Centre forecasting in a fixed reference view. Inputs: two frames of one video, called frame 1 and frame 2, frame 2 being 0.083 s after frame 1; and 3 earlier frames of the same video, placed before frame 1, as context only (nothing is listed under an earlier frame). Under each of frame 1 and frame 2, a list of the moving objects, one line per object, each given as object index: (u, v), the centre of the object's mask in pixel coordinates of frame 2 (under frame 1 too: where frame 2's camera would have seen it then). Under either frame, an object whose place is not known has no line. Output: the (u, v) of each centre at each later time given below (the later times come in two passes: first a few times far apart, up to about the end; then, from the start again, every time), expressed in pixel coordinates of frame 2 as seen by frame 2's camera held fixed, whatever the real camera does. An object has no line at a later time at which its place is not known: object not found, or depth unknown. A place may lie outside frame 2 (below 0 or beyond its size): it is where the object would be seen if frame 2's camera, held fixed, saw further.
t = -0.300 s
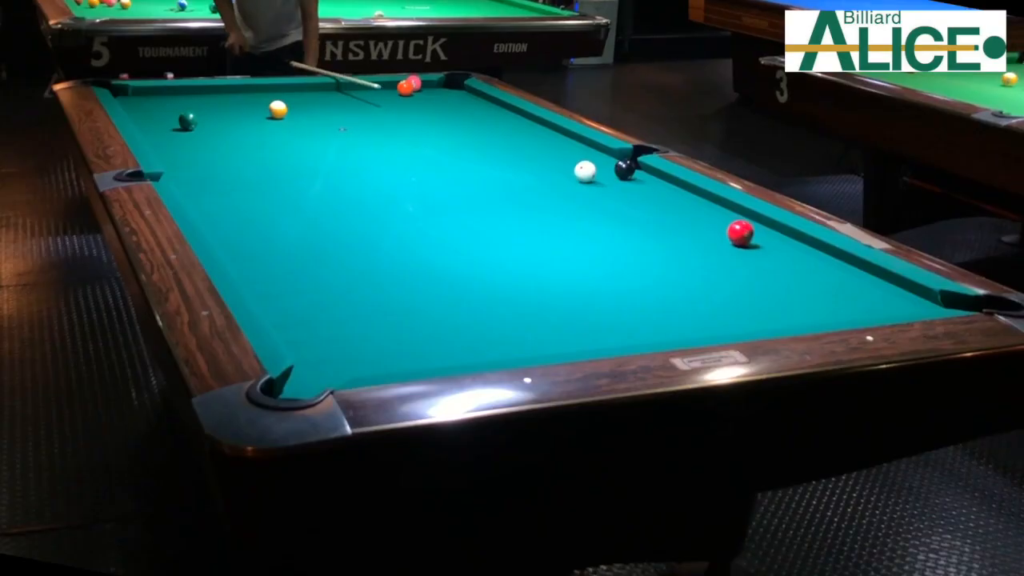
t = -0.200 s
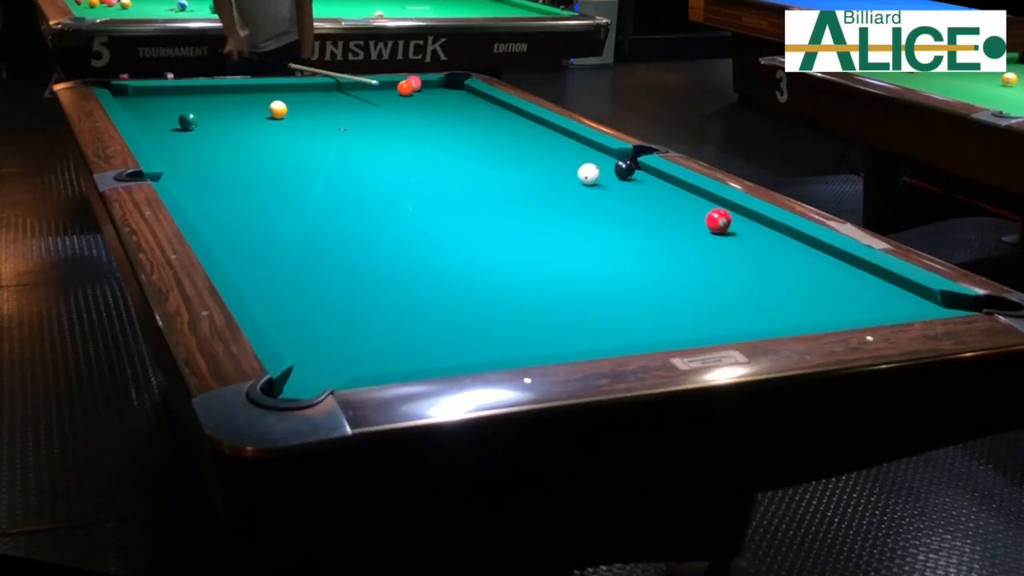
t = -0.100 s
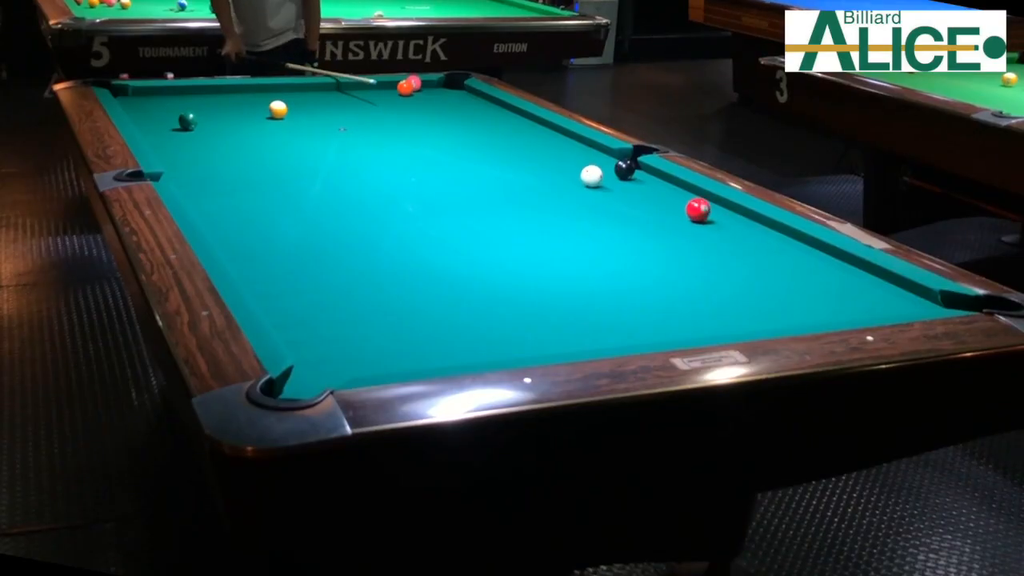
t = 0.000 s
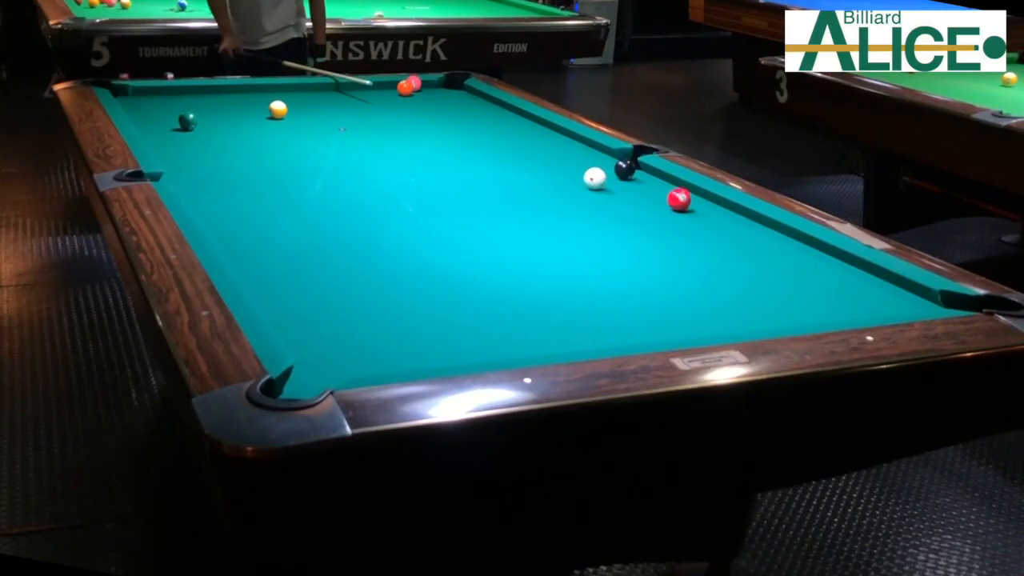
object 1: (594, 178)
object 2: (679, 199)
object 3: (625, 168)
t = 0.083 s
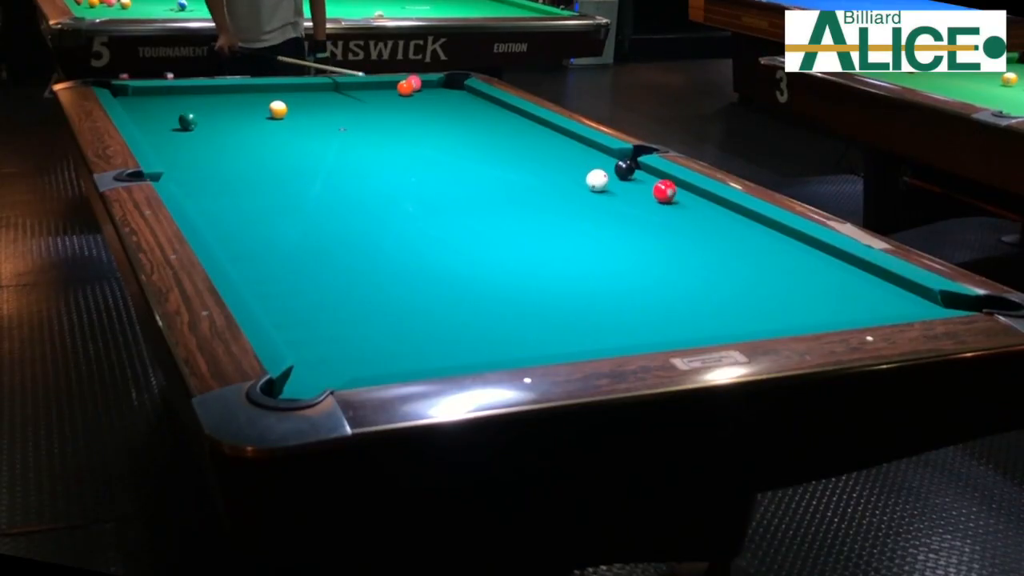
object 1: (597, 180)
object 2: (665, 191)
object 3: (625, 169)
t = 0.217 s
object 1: (601, 183)
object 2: (642, 178)
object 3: (625, 168)
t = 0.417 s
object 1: (607, 187)
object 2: (626, 171)
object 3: (611, 161)
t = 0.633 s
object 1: (612, 191)
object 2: (615, 168)
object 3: (597, 151)
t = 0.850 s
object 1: (618, 195)
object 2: (605, 165)
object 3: (583, 142)
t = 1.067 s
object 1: (622, 199)
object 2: (596, 162)
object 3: (564, 135)
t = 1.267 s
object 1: (627, 201)
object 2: (589, 160)
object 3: (548, 130)
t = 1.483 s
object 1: (632, 204)
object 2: (582, 158)
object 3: (532, 124)
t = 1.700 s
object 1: (637, 206)
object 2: (577, 156)
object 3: (517, 119)
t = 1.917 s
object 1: (642, 208)
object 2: (572, 154)
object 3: (502, 114)
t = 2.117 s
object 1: (645, 210)
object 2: (569, 153)
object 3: (491, 110)
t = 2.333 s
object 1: (648, 210)
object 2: (567, 152)
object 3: (479, 106)
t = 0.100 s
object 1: (597, 180)
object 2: (662, 189)
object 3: (625, 168)
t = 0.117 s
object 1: (598, 181)
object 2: (658, 188)
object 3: (625, 169)
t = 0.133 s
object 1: (598, 181)
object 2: (656, 186)
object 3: (625, 169)
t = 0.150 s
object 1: (599, 181)
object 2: (653, 185)
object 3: (625, 169)
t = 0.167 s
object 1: (599, 182)
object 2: (651, 183)
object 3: (625, 169)
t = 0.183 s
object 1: (600, 182)
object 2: (648, 182)
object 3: (625, 169)
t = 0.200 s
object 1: (601, 183)
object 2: (645, 180)
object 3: (625, 168)
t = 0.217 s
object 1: (601, 183)
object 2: (642, 178)
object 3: (625, 168)
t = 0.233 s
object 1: (601, 184)
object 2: (640, 178)
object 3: (624, 168)
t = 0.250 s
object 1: (602, 184)
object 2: (637, 176)
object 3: (623, 167)
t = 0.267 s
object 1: (602, 184)
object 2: (635, 174)
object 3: (622, 166)
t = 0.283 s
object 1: (603, 184)
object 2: (632, 174)
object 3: (621, 166)
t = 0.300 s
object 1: (603, 185)
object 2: (632, 173)
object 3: (619, 166)
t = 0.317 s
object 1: (604, 185)
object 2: (631, 173)
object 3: (619, 164)
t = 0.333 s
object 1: (604, 185)
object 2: (630, 173)
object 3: (617, 164)
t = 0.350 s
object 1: (605, 186)
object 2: (630, 173)
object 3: (616, 163)
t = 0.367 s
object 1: (606, 186)
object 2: (629, 172)
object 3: (615, 162)
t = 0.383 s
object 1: (606, 186)
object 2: (628, 172)
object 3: (614, 162)
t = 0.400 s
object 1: (606, 187)
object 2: (627, 172)
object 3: (612, 161)
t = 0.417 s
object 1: (607, 187)
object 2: (626, 171)
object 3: (611, 161)
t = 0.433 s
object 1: (607, 187)
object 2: (625, 171)
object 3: (610, 160)
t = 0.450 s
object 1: (608, 188)
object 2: (624, 171)
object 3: (609, 159)
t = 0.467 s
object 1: (608, 188)
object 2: (623, 171)
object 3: (608, 158)
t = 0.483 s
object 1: (609, 188)
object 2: (623, 171)
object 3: (607, 158)
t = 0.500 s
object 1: (609, 189)
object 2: (622, 170)
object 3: (606, 157)
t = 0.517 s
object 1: (609, 189)
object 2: (621, 170)
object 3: (605, 156)
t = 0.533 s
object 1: (610, 189)
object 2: (620, 169)
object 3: (604, 156)
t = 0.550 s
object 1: (610, 190)
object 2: (619, 169)
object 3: (603, 155)
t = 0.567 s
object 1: (611, 190)
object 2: (618, 169)
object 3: (602, 154)
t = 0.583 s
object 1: (611, 191)
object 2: (617, 169)
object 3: (600, 154)
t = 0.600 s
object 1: (611, 191)
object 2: (617, 169)
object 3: (599, 153)
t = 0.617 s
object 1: (612, 191)
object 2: (616, 168)
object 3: (598, 152)
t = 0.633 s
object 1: (612, 191)
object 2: (615, 168)
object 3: (597, 151)
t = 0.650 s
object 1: (613, 192)
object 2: (614, 168)
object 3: (596, 150)
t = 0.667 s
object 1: (613, 192)
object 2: (613, 168)
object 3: (595, 150)
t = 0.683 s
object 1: (614, 192)
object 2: (613, 167)
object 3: (594, 149)
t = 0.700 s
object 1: (614, 193)
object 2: (611, 167)
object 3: (593, 148)
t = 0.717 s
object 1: (615, 193)
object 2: (611, 167)
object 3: (591, 148)
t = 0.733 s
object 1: (615, 193)
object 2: (610, 167)
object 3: (591, 147)
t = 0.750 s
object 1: (615, 193)
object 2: (609, 167)
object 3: (589, 146)
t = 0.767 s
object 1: (616, 194)
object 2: (609, 166)
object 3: (589, 145)
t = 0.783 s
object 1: (616, 194)
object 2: (608, 166)
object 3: (588, 145)
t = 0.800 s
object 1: (617, 194)
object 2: (607, 166)
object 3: (586, 144)
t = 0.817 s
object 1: (617, 195)
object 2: (606, 165)
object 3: (586, 143)
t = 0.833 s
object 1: (617, 195)
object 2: (605, 165)
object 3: (585, 143)
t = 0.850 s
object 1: (618, 195)
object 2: (605, 165)
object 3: (583, 142)
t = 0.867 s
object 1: (618, 196)
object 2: (604, 165)
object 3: (582, 142)
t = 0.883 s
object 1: (618, 196)
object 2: (603, 165)
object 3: (580, 141)
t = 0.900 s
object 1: (619, 196)
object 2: (602, 165)
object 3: (579, 140)
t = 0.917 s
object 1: (619, 196)
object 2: (602, 164)
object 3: (577, 140)
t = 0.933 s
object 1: (619, 197)
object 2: (601, 164)
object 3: (576, 139)
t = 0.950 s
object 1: (620, 197)
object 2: (600, 164)
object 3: (574, 139)
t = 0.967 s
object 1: (620, 197)
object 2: (600, 164)
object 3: (572, 138)
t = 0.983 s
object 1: (621, 197)
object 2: (599, 163)
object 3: (571, 138)
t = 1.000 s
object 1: (621, 198)
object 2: (598, 163)
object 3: (570, 137)
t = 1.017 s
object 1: (621, 198)
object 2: (598, 163)
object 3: (568, 137)
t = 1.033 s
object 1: (622, 198)
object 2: (597, 163)
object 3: (567, 136)
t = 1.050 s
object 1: (622, 199)
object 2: (596, 163)
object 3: (566, 136)
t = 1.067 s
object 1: (622, 199)
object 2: (596, 162)
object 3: (564, 135)
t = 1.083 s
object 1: (623, 199)
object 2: (595, 162)
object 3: (563, 135)
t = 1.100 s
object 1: (623, 199)
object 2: (594, 162)
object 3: (561, 135)
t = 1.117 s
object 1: (624, 200)
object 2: (594, 162)
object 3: (560, 134)
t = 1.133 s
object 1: (624, 200)
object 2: (593, 161)
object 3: (558, 134)
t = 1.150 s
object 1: (624, 200)
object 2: (593, 161)
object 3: (557, 133)
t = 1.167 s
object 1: (625, 200)
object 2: (592, 161)
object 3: (556, 133)
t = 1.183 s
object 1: (625, 200)
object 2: (591, 161)
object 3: (554, 132)
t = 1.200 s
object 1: (626, 201)
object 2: (591, 161)
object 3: (553, 131)
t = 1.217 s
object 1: (626, 201)
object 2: (590, 161)
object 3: (552, 131)
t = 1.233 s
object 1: (626, 201)
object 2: (590, 161)
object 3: (550, 131)
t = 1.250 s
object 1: (627, 201)
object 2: (589, 160)
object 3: (549, 130)
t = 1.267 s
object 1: (627, 201)
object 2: (589, 160)
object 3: (548, 130)
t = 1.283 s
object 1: (627, 202)
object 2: (588, 160)
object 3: (546, 129)
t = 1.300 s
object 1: (628, 202)
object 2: (588, 160)
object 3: (545, 129)
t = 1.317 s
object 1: (628, 202)
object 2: (587, 160)
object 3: (544, 129)
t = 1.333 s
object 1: (628, 203)
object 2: (587, 159)
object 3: (542, 128)
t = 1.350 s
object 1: (629, 203)
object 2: (586, 159)
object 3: (541, 127)
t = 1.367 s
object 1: (629, 203)
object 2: (586, 159)
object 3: (540, 127)
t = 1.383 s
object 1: (630, 203)
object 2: (585, 159)
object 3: (539, 126)
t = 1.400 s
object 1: (630, 204)
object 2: (585, 159)
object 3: (537, 126)
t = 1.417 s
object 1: (630, 204)
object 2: (584, 158)
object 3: (536, 126)
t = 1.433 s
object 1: (631, 204)
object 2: (584, 158)
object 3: (535, 126)
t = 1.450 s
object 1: (631, 204)
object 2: (583, 158)
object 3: (534, 125)
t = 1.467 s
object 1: (631, 204)
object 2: (583, 158)
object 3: (533, 125)
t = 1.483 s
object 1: (632, 204)
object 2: (582, 158)
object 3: (532, 124)
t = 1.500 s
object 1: (632, 204)
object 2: (582, 157)
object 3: (530, 124)
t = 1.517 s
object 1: (633, 205)
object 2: (581, 157)
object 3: (529, 123)
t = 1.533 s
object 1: (633, 205)
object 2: (581, 157)
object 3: (528, 123)
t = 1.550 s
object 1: (634, 205)
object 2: (581, 157)
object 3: (527, 122)
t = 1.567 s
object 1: (634, 205)
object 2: (580, 157)
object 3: (526, 122)
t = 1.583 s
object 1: (634, 206)
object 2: (580, 157)
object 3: (524, 122)
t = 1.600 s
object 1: (635, 206)
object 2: (579, 157)
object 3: (523, 122)
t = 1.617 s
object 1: (635, 206)
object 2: (579, 157)
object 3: (522, 121)
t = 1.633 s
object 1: (636, 206)
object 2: (578, 157)
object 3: (521, 121)
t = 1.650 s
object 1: (636, 206)
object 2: (578, 156)
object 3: (520, 120)
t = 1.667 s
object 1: (636, 206)
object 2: (578, 156)
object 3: (519, 120)
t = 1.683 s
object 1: (637, 206)
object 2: (577, 156)
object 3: (518, 119)
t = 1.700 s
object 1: (637, 206)
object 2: (577, 156)
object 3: (517, 119)
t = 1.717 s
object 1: (638, 207)
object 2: (576, 156)
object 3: (516, 118)
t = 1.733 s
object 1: (638, 207)
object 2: (576, 156)
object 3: (514, 118)
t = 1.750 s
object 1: (638, 207)
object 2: (576, 155)
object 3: (513, 117)
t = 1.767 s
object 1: (639, 207)
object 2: (575, 155)
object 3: (512, 118)
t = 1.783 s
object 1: (639, 207)
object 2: (575, 155)
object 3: (511, 117)
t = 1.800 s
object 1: (640, 207)
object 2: (575, 155)
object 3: (510, 116)
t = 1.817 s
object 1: (640, 208)
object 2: (574, 155)
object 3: (509, 116)
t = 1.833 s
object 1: (640, 208)
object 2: (574, 155)
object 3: (508, 116)
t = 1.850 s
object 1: (641, 208)
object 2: (574, 154)
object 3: (506, 116)
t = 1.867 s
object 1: (641, 208)
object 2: (573, 155)
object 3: (505, 115)
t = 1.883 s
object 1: (641, 208)
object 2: (573, 154)
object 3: (505, 115)
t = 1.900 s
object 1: (642, 208)
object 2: (573, 154)
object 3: (504, 115)
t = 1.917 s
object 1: (642, 208)
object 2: (572, 154)
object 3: (502, 114)
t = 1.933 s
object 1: (642, 208)
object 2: (572, 154)
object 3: (501, 114)
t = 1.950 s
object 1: (642, 208)
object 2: (572, 154)
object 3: (500, 113)
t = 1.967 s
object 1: (643, 209)
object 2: (572, 154)
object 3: (499, 113)
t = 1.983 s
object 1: (643, 209)
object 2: (572, 154)
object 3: (499, 112)
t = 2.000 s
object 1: (643, 209)
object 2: (571, 154)
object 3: (498, 112)
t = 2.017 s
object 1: (644, 209)
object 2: (571, 154)
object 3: (497, 112)
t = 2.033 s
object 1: (644, 209)
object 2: (571, 154)
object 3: (496, 111)
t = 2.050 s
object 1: (644, 209)
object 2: (570, 154)
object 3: (495, 111)
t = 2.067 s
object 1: (644, 209)
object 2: (570, 153)
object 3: (493, 111)
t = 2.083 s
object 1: (645, 209)
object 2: (570, 153)
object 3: (493, 111)
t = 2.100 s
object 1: (645, 209)
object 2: (570, 153)
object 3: (492, 110)
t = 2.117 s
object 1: (645, 210)
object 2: (569, 153)
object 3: (491, 110)
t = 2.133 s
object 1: (645, 210)
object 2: (569, 153)
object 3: (490, 110)
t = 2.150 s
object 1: (646, 210)
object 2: (569, 153)
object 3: (489, 109)
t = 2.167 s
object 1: (646, 210)
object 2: (569, 153)
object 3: (488, 109)
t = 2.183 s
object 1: (646, 210)
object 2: (569, 153)
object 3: (487, 108)
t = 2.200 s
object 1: (646, 210)
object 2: (568, 153)
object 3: (486, 108)
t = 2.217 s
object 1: (646, 210)
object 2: (568, 153)
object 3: (485, 108)
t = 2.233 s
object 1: (647, 210)
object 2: (568, 152)
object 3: (484, 107)
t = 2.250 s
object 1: (647, 210)
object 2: (568, 152)
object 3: (483, 107)
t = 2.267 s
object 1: (647, 210)
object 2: (568, 152)
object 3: (482, 107)
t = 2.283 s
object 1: (647, 210)
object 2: (568, 152)
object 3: (482, 106)
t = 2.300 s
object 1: (648, 210)
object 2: (567, 152)
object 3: (480, 106)
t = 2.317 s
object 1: (648, 211)
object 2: (567, 152)
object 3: (480, 106)
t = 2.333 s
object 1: (648, 210)
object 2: (567, 152)
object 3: (479, 106)
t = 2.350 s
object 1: (648, 211)
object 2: (567, 152)
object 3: (478, 105)
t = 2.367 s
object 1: (648, 211)
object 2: (567, 152)
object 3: (477, 105)
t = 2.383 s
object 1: (649, 211)
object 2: (567, 152)
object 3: (476, 105)
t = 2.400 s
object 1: (649, 211)
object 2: (567, 152)
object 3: (475, 105)
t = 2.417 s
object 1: (649, 211)
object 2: (567, 151)
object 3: (474, 104)
